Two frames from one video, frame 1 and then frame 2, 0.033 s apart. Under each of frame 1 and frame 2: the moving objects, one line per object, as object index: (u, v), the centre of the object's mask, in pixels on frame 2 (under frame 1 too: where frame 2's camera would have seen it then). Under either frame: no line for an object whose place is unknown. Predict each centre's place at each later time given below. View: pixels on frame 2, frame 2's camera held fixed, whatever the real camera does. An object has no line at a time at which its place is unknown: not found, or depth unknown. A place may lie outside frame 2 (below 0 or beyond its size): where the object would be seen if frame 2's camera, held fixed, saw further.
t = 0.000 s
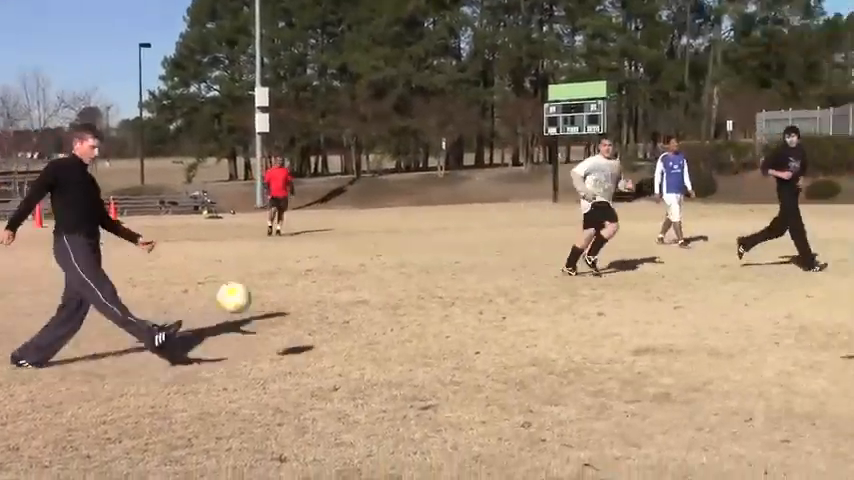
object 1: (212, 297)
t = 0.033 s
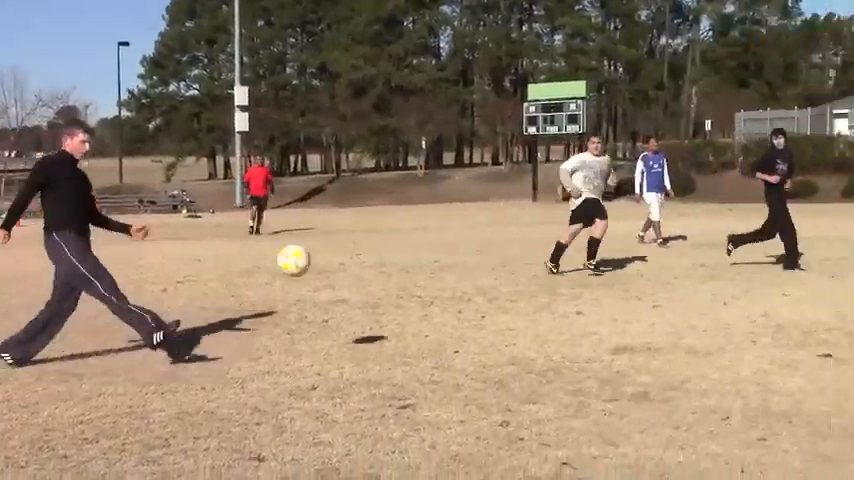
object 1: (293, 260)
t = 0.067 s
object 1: (370, 226)
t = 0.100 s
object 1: (440, 196)
